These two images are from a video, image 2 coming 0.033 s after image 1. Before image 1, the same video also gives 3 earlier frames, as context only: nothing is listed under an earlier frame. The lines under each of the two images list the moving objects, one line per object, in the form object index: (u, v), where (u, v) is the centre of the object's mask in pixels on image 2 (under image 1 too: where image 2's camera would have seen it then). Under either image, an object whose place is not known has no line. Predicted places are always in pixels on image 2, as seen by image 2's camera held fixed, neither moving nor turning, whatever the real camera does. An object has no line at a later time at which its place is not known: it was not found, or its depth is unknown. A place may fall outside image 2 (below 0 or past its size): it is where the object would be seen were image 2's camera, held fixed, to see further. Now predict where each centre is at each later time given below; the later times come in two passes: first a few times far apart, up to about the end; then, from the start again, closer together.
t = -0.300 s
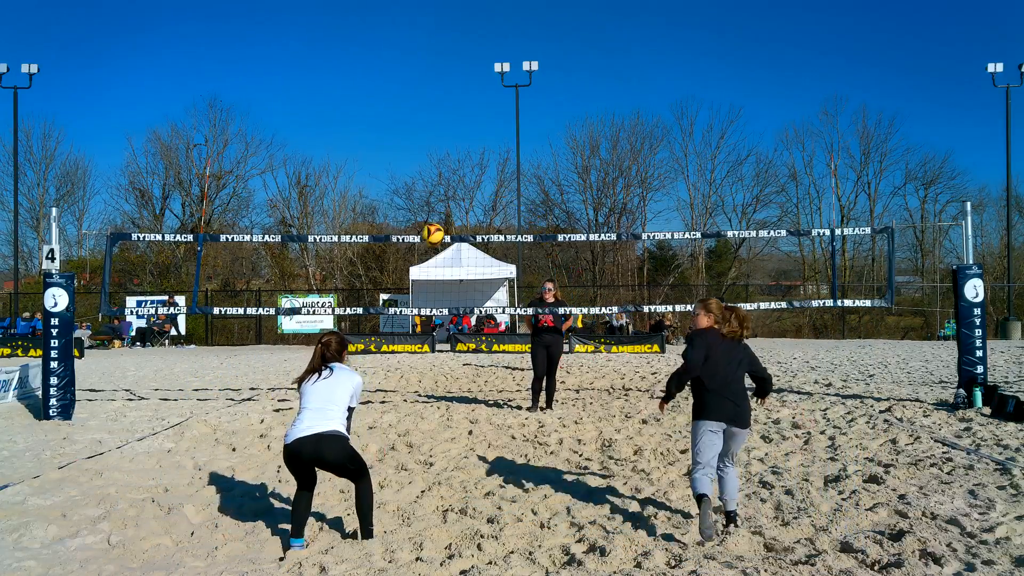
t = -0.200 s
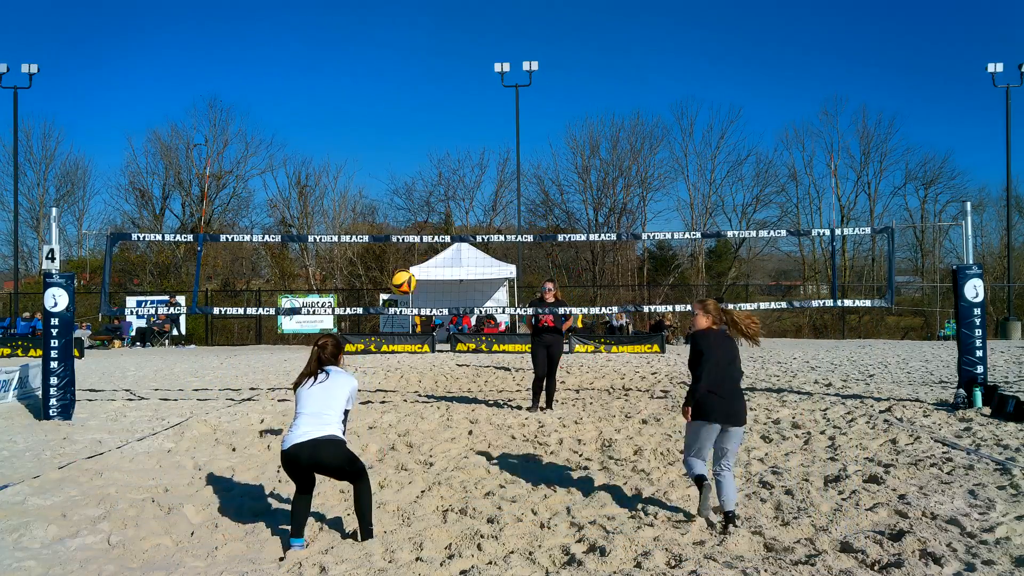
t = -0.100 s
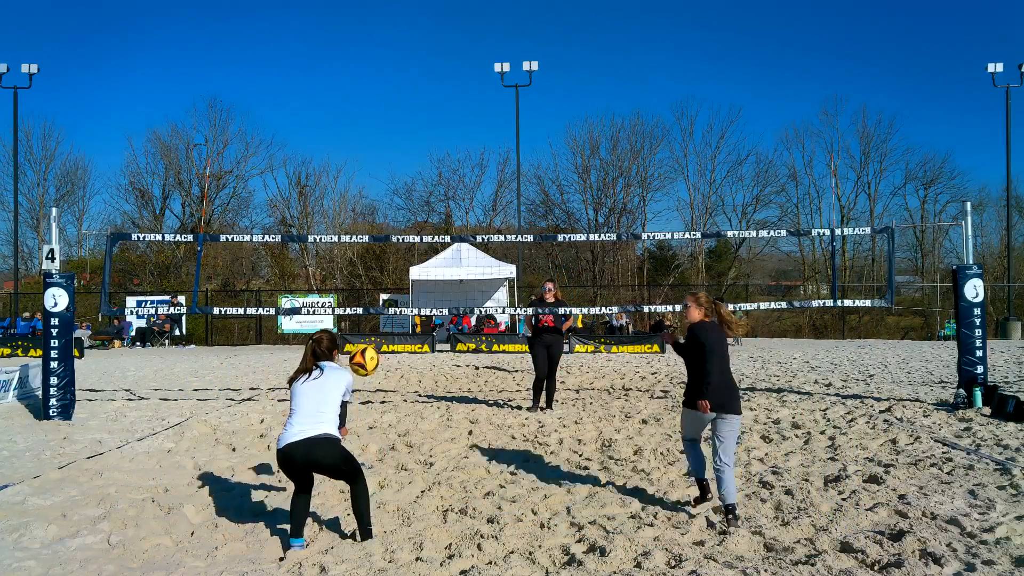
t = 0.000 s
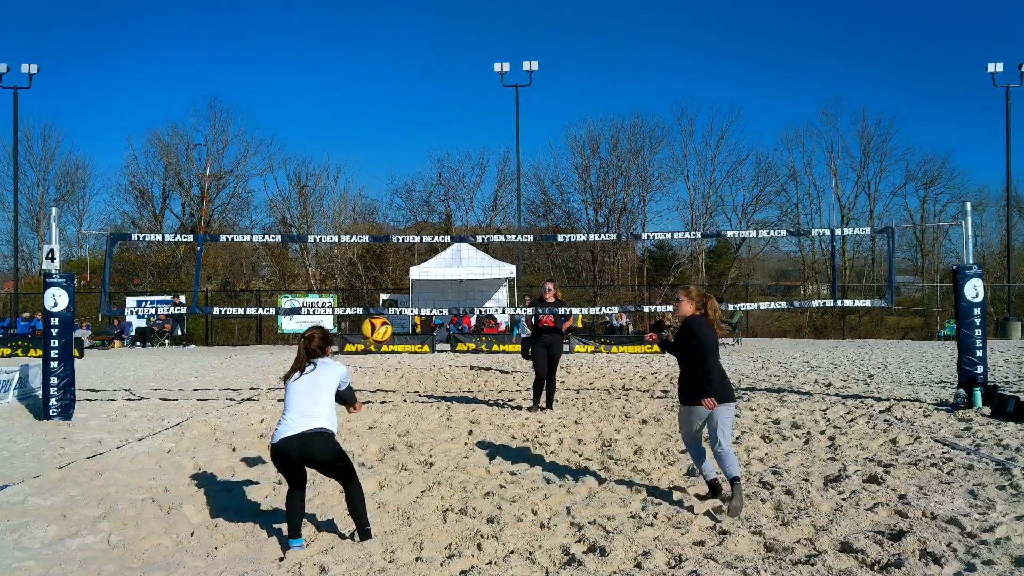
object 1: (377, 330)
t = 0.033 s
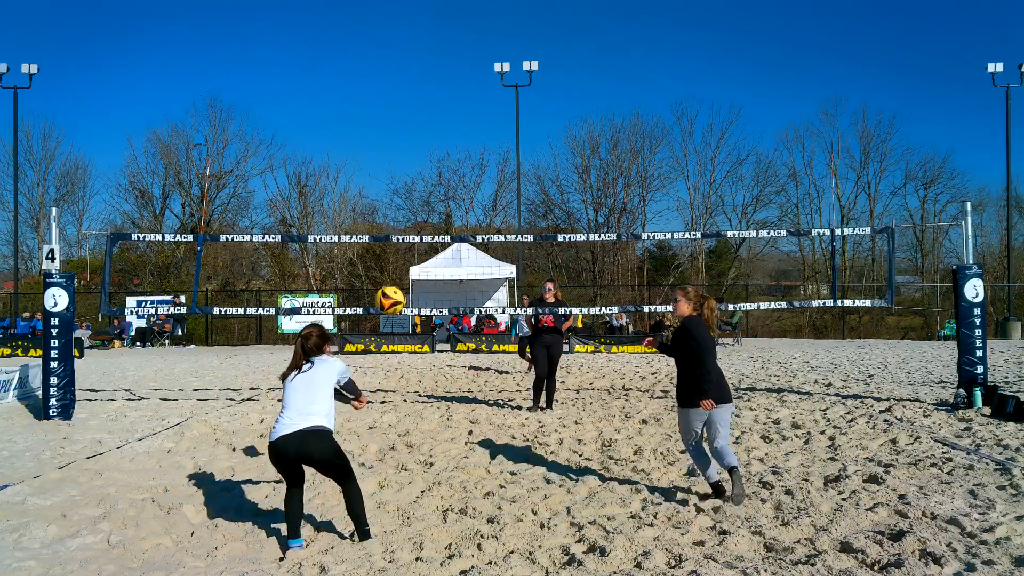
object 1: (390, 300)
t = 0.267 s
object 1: (478, 139)
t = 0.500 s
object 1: (555, 60)
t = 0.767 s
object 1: (631, 52)
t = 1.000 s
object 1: (691, 106)
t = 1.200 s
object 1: (736, 191)
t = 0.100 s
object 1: (417, 244)
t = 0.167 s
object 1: (442, 196)
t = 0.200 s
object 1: (454, 175)
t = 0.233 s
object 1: (467, 156)
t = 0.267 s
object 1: (478, 139)
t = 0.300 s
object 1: (490, 123)
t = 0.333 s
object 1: (501, 108)
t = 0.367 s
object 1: (512, 95)
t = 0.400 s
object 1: (523, 84)
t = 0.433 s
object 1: (534, 74)
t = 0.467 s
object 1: (544, 66)
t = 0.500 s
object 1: (555, 60)
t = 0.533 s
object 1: (565, 54)
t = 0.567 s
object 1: (575, 50)
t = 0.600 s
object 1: (585, 47)
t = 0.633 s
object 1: (594, 45)
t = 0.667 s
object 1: (604, 45)
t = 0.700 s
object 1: (613, 47)
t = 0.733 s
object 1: (622, 48)
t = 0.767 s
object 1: (631, 52)
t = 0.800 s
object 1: (640, 56)
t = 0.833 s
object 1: (649, 62)
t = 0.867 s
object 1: (658, 69)
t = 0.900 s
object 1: (666, 77)
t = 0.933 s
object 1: (675, 85)
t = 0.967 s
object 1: (683, 95)
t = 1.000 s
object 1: (691, 106)
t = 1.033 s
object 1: (699, 118)
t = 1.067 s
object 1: (706, 131)
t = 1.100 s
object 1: (714, 144)
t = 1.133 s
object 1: (722, 159)
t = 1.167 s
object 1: (729, 174)
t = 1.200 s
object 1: (736, 191)
